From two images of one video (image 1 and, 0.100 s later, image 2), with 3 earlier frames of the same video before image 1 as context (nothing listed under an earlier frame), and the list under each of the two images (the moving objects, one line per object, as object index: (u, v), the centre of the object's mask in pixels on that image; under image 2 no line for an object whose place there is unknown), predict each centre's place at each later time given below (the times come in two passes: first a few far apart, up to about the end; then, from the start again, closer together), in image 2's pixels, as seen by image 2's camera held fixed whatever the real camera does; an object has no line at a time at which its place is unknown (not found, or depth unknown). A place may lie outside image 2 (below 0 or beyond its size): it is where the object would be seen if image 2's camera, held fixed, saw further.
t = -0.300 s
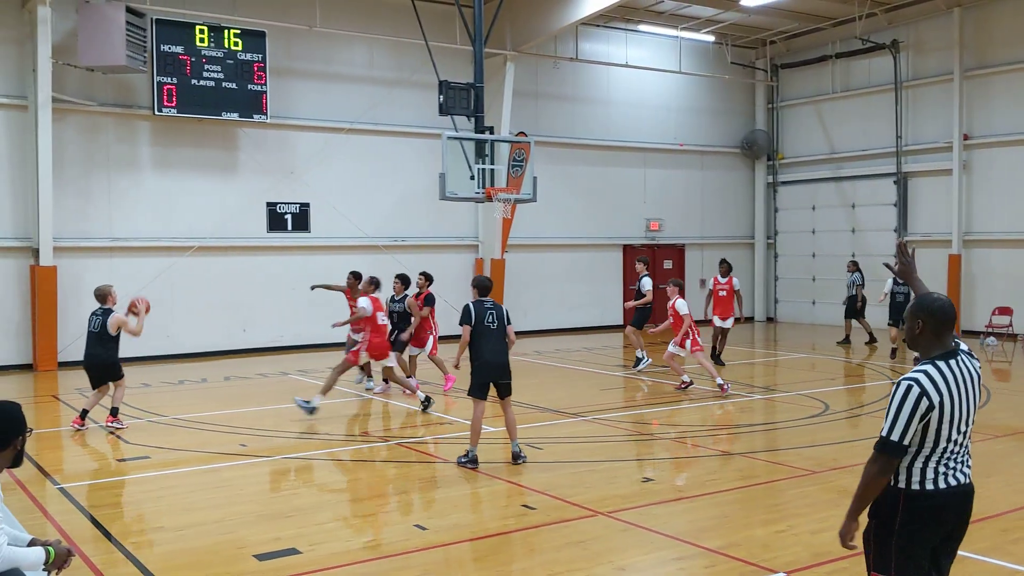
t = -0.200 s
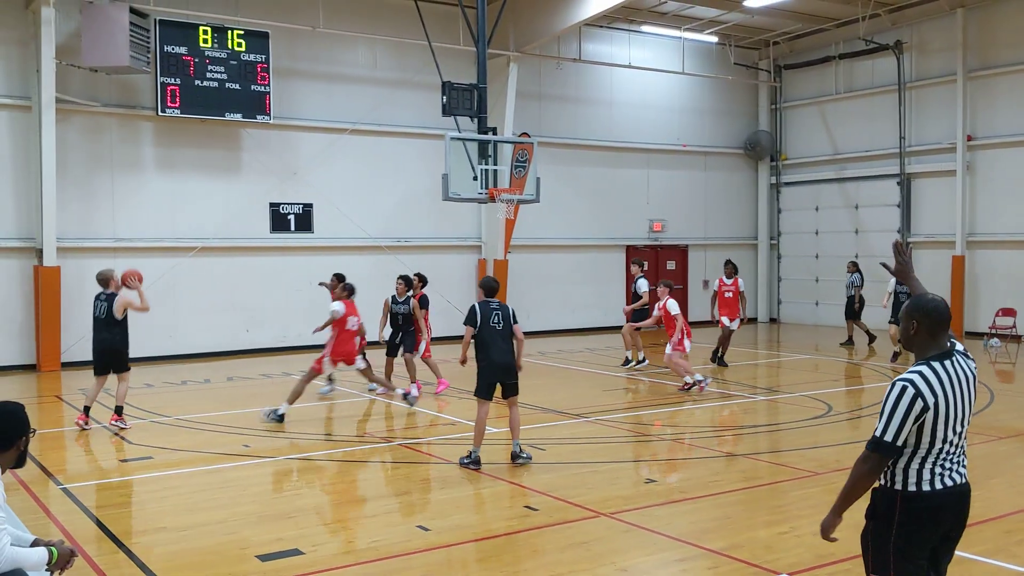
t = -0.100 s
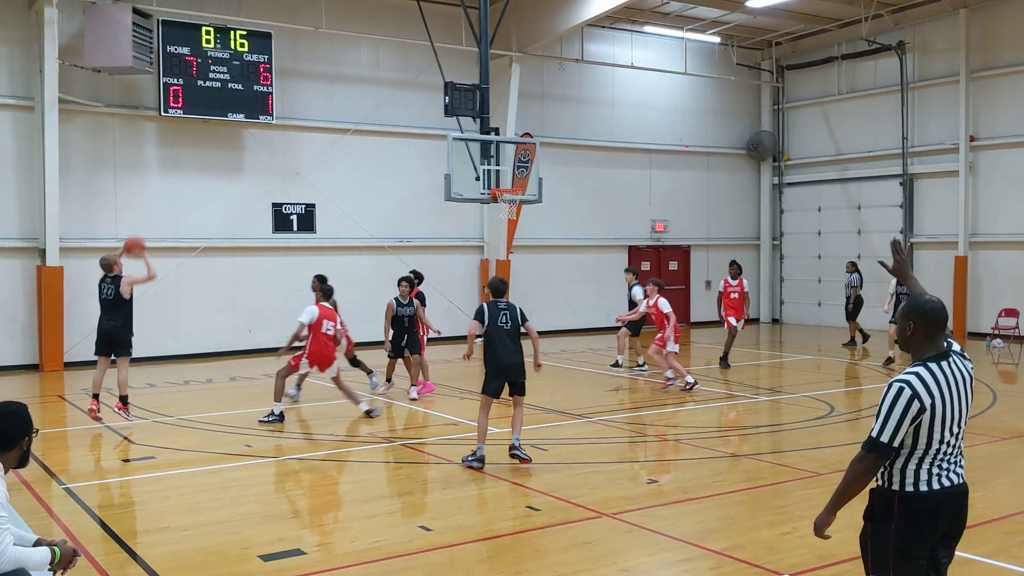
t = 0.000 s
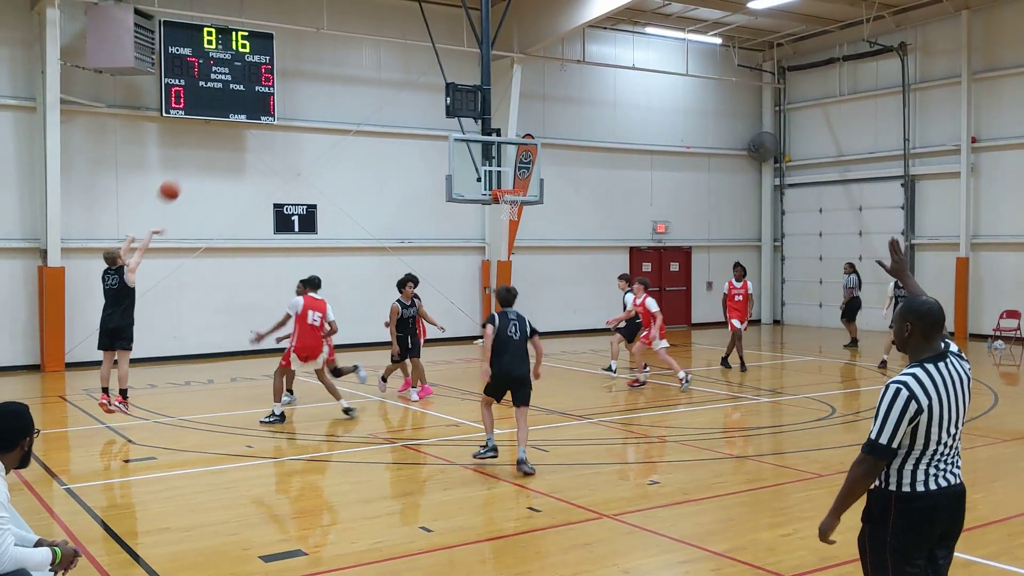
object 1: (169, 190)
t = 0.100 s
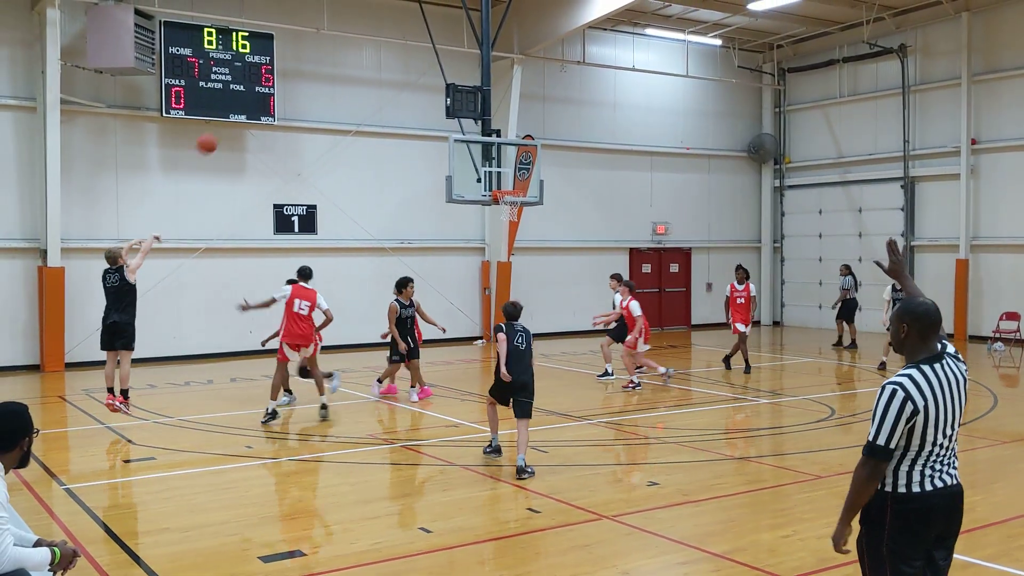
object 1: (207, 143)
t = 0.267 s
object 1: (264, 87)
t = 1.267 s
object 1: (515, 185)
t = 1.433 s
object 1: (519, 184)
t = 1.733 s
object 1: (545, 187)
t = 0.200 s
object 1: (242, 106)
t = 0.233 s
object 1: (253, 97)
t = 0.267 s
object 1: (264, 87)
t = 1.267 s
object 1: (515, 185)
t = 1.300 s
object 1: (512, 187)
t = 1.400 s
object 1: (515, 185)
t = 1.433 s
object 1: (519, 184)
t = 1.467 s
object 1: (522, 183)
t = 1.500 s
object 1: (526, 181)
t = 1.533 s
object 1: (529, 180)
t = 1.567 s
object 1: (531, 179)
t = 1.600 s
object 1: (535, 180)
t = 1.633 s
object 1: (537, 181)
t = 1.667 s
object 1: (540, 182)
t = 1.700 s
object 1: (543, 185)
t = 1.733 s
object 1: (545, 187)
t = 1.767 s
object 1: (548, 191)
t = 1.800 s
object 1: (551, 195)
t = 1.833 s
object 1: (553, 200)
